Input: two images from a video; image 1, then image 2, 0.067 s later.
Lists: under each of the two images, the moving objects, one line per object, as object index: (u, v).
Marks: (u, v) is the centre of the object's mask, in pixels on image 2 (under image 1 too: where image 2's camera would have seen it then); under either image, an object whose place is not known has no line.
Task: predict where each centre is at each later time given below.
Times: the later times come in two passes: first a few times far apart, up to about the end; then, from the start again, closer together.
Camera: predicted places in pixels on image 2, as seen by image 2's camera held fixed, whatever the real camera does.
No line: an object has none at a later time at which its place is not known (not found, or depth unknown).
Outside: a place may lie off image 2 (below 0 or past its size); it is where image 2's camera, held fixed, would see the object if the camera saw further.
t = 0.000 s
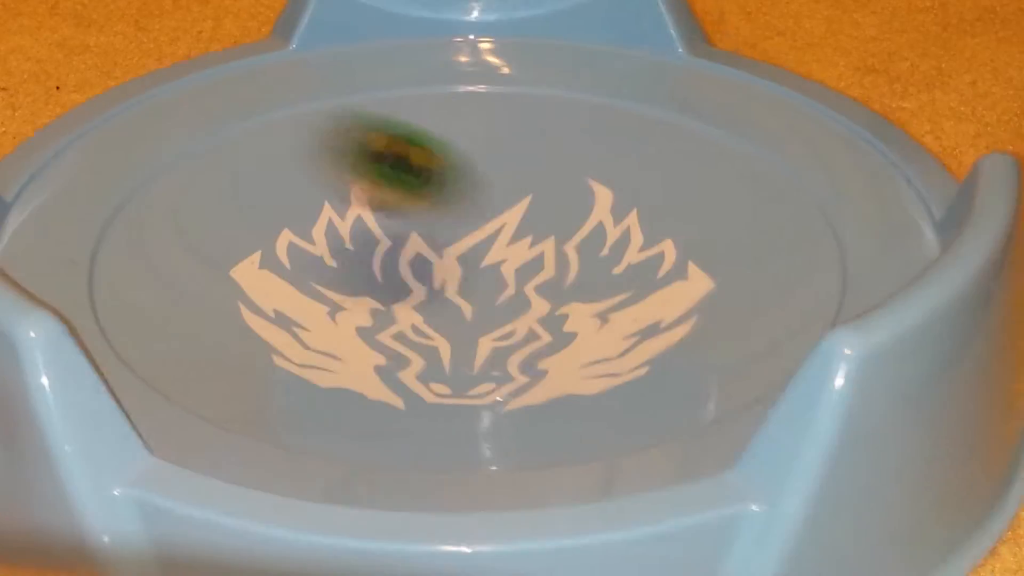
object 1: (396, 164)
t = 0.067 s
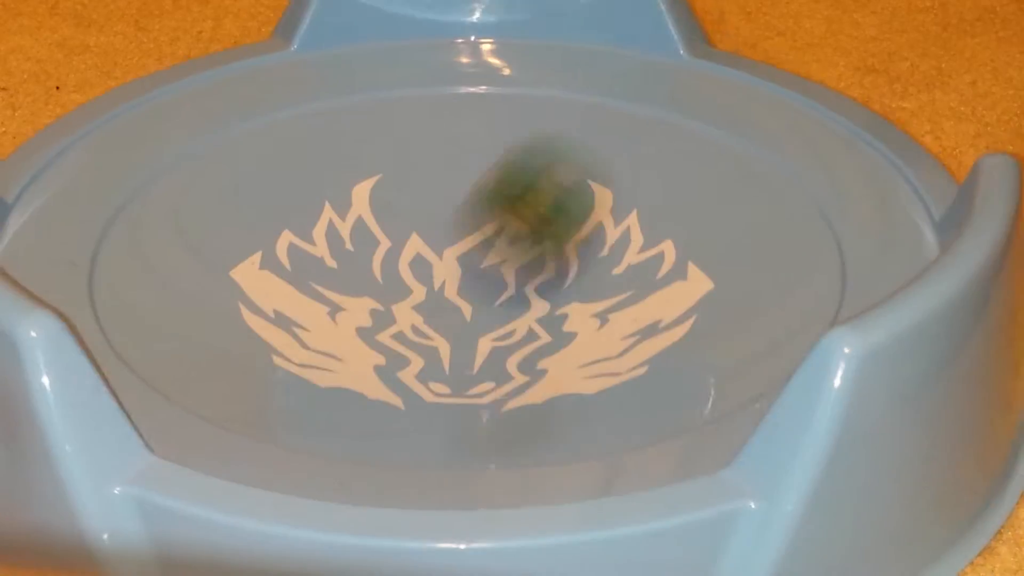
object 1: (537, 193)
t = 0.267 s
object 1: (672, 46)
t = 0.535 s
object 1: (576, 119)
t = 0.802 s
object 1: (482, 271)
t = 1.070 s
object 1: (768, 251)
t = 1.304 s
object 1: (729, 175)
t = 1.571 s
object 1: (435, 211)
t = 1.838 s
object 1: (441, 358)
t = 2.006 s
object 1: (537, 391)
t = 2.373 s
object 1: (584, 346)
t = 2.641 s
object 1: (432, 263)
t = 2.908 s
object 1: (260, 229)
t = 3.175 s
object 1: (256, 257)
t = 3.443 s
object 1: (382, 254)
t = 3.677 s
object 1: (434, 191)
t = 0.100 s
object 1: (594, 151)
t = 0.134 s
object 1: (647, 135)
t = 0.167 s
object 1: (685, 125)
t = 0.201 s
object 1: (691, 96)
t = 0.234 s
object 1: (683, 63)
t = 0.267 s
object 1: (672, 46)
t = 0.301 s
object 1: (662, 46)
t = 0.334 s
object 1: (652, 53)
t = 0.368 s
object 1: (642, 58)
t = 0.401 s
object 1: (631, 64)
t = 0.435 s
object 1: (619, 76)
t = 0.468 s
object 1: (606, 88)
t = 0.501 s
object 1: (591, 102)
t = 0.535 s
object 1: (576, 119)
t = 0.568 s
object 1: (559, 137)
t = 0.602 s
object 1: (541, 156)
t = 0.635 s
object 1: (524, 176)
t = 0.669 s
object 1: (508, 198)
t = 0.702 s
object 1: (493, 219)
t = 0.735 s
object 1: (481, 240)
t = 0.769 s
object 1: (476, 256)
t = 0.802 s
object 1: (482, 271)
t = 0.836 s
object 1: (502, 281)
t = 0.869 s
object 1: (530, 284)
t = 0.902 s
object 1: (564, 290)
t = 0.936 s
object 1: (605, 289)
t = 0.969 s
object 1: (654, 283)
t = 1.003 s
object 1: (697, 272)
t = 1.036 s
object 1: (736, 262)
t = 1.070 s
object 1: (768, 251)
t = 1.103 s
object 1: (796, 240)
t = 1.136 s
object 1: (819, 229)
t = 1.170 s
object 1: (829, 212)
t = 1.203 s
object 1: (823, 204)
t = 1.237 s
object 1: (794, 193)
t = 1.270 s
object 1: (764, 183)
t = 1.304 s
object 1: (729, 175)
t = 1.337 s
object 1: (691, 170)
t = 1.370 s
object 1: (655, 168)
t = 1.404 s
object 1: (615, 169)
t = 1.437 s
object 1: (575, 172)
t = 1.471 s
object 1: (537, 179)
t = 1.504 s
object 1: (502, 187)
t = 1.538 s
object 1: (465, 199)
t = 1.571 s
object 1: (435, 211)
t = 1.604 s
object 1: (412, 226)
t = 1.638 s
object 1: (396, 245)
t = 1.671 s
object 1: (390, 265)
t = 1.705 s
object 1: (389, 288)
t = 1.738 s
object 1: (396, 307)
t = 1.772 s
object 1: (408, 328)
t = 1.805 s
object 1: (422, 343)
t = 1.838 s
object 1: (441, 358)
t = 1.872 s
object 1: (459, 370)
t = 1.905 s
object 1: (479, 377)
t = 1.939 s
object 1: (499, 383)
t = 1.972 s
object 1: (518, 388)
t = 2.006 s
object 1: (537, 391)
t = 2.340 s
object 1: (593, 356)
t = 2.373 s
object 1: (584, 346)
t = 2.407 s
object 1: (572, 335)
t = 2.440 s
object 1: (555, 324)
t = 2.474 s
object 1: (540, 314)
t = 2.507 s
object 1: (523, 303)
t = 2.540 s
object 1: (503, 293)
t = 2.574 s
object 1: (482, 283)
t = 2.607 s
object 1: (457, 273)
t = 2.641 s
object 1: (432, 263)
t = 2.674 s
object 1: (406, 255)
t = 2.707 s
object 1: (380, 247)
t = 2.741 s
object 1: (353, 241)
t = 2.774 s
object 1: (330, 237)
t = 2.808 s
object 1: (308, 233)
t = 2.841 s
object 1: (289, 230)
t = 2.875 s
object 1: (273, 229)
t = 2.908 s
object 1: (260, 229)
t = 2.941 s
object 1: (249, 231)
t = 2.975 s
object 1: (241, 234)
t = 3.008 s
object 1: (237, 237)
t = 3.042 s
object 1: (235, 241)
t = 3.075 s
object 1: (236, 245)
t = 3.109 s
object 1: (240, 250)
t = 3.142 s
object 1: (247, 253)
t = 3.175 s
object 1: (256, 257)
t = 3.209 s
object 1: (267, 261)
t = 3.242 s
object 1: (281, 263)
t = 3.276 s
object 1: (297, 265)
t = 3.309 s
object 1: (314, 266)
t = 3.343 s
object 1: (331, 266)
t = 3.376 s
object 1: (348, 264)
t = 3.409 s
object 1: (366, 260)
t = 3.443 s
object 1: (382, 254)
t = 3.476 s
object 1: (395, 248)
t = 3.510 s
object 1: (407, 240)
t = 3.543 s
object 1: (418, 231)
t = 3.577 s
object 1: (425, 220)
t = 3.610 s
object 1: (430, 211)
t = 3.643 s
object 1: (433, 201)
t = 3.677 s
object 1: (434, 191)
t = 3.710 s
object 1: (433, 182)
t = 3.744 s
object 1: (431, 173)
